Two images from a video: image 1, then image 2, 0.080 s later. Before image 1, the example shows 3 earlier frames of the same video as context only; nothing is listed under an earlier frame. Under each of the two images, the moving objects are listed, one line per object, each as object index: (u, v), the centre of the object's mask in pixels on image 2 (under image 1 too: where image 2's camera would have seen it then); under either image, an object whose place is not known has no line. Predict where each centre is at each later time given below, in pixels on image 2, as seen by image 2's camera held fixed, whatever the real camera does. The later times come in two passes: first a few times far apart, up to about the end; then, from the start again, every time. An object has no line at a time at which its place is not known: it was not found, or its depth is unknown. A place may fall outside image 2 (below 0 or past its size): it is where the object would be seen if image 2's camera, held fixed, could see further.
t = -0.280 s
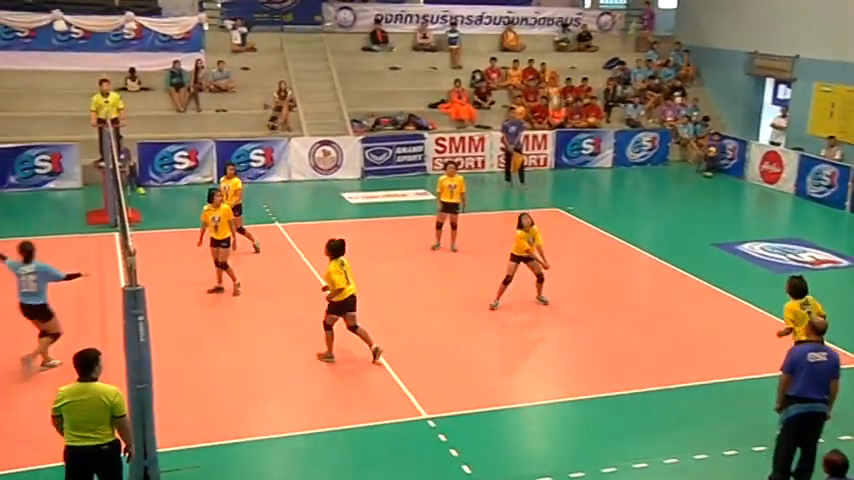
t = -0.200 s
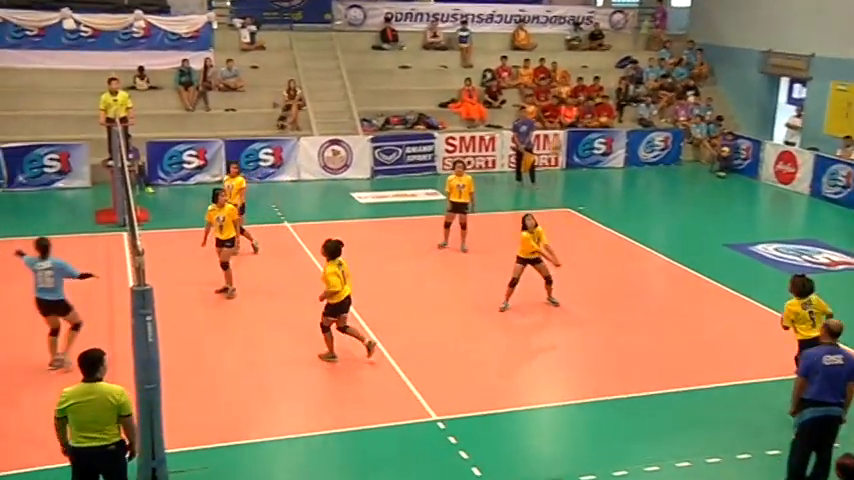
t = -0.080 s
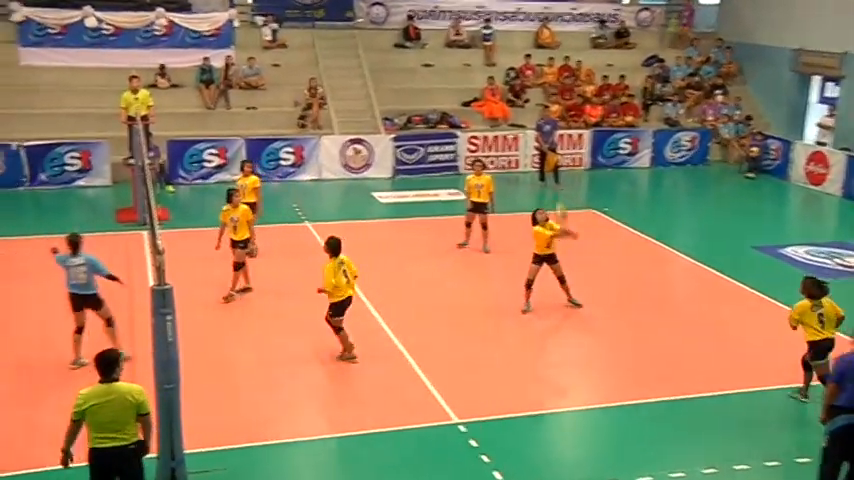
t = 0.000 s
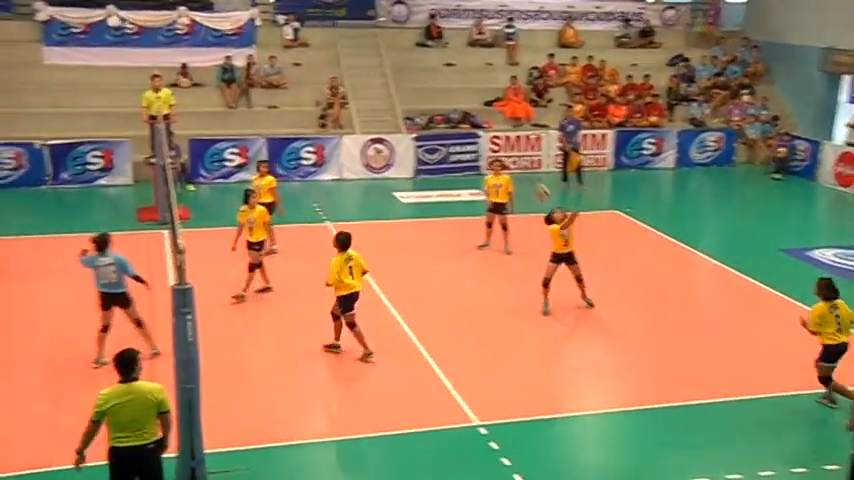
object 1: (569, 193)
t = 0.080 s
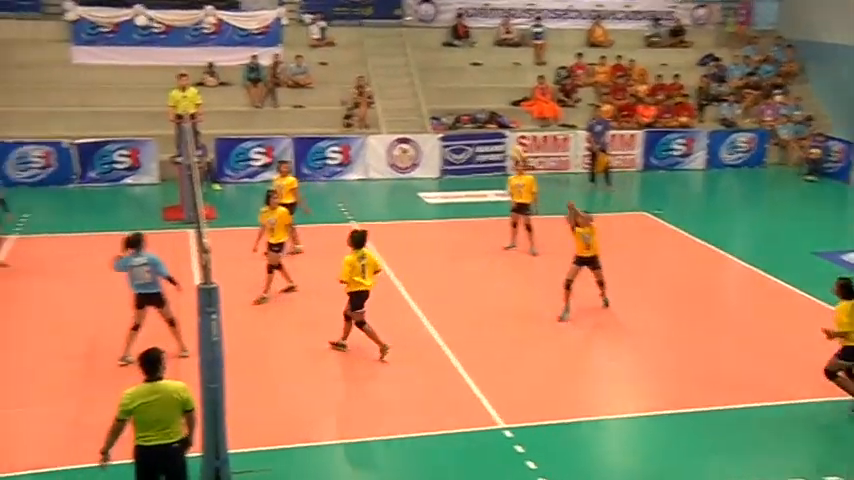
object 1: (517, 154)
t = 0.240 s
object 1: (410, 90)
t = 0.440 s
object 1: (269, 39)
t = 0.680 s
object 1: (95, 23)
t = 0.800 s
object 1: (6, 32)
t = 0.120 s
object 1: (489, 134)
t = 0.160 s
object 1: (463, 120)
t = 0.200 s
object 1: (436, 103)
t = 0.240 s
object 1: (410, 90)
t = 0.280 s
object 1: (382, 77)
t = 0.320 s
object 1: (354, 66)
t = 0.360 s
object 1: (327, 55)
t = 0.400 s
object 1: (298, 47)
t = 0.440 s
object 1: (269, 39)
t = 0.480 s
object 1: (240, 33)
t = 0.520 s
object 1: (211, 28)
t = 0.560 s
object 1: (182, 25)
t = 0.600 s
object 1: (153, 23)
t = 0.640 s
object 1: (124, 22)
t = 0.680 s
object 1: (95, 23)
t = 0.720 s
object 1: (67, 26)
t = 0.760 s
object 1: (37, 28)
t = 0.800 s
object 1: (6, 32)
